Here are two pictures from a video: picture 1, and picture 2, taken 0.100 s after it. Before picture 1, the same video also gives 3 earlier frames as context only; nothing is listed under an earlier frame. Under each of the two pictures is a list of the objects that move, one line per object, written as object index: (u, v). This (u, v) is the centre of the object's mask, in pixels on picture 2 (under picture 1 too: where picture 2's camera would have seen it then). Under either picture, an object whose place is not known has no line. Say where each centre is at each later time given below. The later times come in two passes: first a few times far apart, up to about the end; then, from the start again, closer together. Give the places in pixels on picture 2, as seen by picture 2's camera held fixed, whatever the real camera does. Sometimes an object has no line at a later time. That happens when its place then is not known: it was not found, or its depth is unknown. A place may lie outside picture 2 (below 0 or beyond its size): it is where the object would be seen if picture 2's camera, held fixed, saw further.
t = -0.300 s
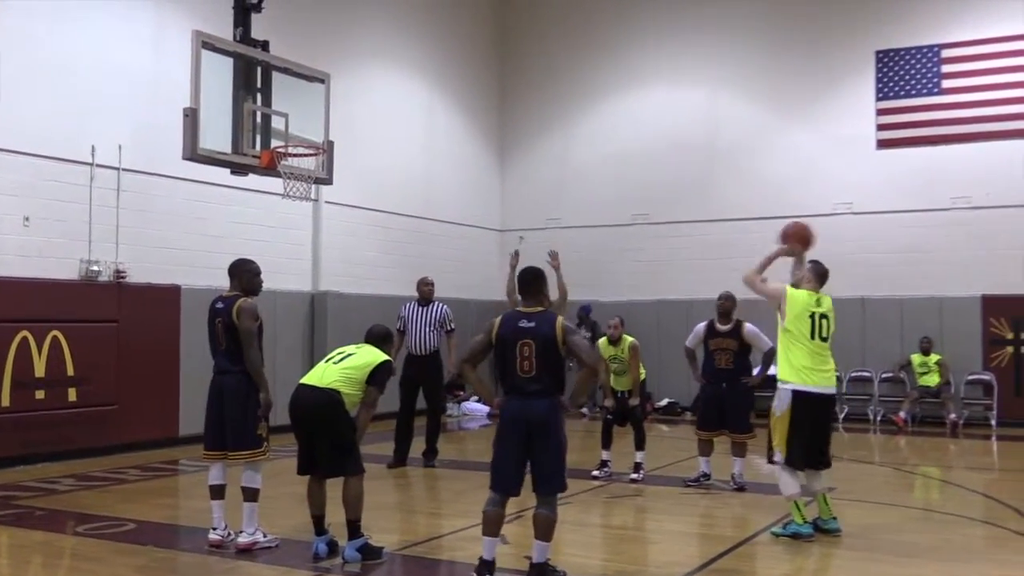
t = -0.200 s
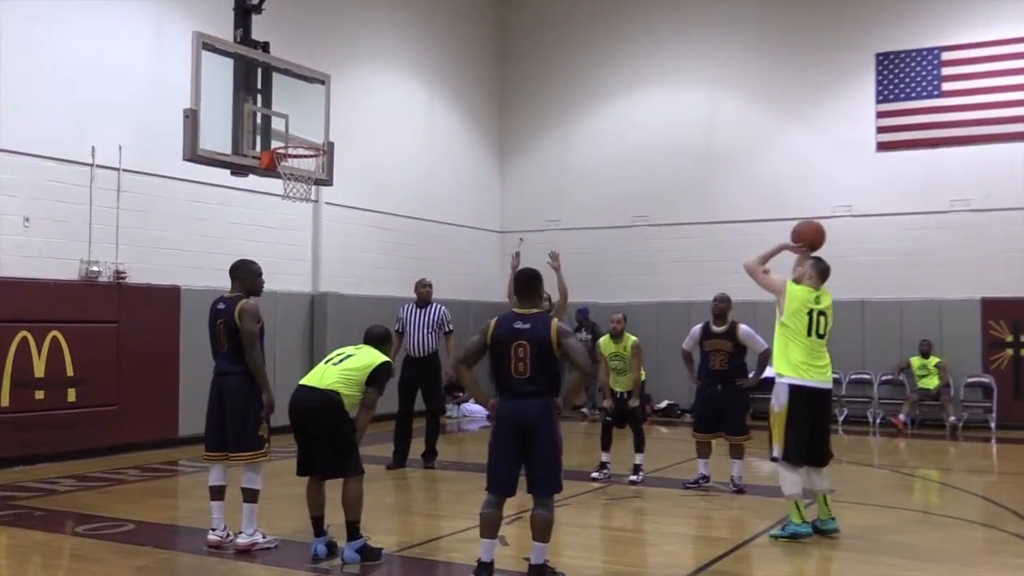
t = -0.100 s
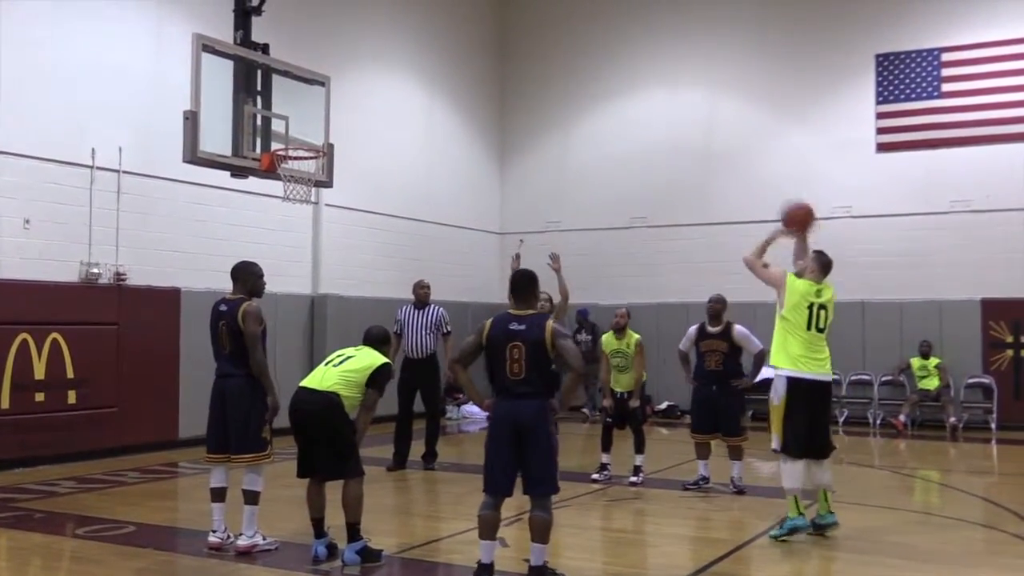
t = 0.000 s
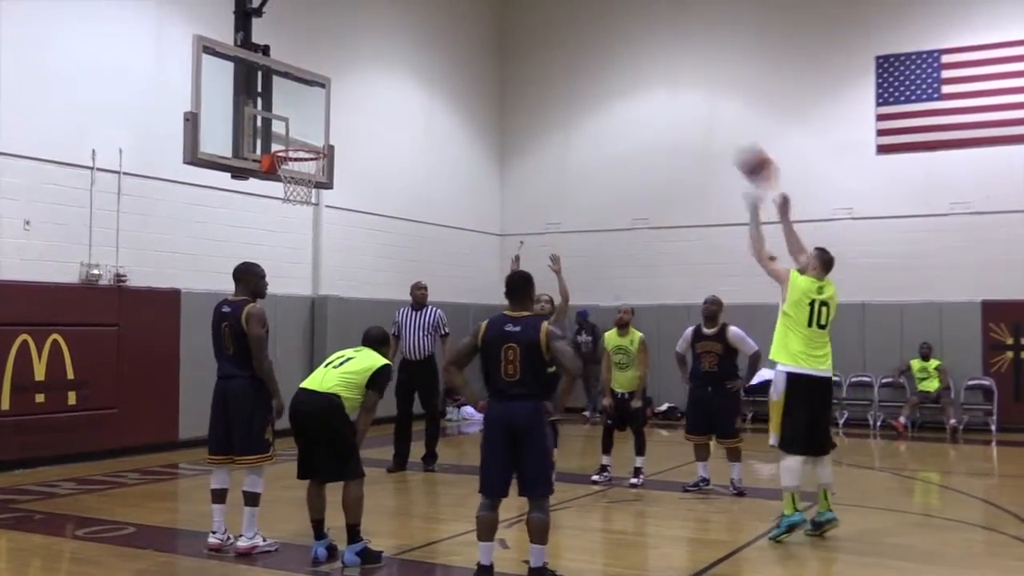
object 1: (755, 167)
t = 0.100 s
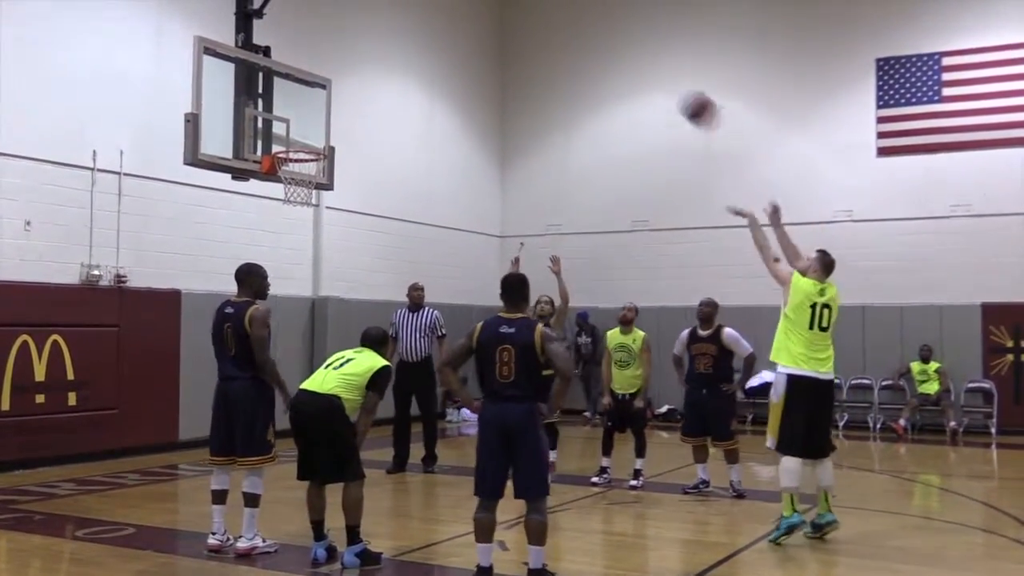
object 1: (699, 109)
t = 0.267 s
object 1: (609, 45)
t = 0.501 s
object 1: (497, 16)
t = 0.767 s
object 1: (386, 59)
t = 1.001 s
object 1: (298, 151)
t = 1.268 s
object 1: (333, 98)
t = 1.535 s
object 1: (389, 101)
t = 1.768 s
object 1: (436, 165)
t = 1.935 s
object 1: (470, 249)
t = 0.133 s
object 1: (680, 92)
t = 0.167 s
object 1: (661, 78)
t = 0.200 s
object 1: (643, 65)
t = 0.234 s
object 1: (627, 54)
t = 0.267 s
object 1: (609, 45)
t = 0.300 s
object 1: (592, 37)
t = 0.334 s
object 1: (574, 29)
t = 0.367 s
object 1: (559, 24)
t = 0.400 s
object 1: (544, 20)
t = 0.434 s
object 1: (527, 17)
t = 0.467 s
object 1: (512, 16)
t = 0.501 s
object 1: (497, 16)
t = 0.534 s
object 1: (483, 17)
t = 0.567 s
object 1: (470, 19)
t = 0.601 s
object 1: (455, 23)
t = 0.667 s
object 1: (426, 35)
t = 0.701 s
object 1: (413, 42)
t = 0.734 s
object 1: (399, 51)
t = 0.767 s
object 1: (386, 59)
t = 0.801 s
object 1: (373, 69)
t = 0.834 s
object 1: (360, 80)
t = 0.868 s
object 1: (348, 93)
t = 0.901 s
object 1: (334, 107)
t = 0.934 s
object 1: (322, 121)
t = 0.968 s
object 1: (309, 137)
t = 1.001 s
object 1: (298, 151)
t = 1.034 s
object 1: (292, 149)
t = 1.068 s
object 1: (291, 144)
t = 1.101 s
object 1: (297, 134)
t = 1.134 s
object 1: (305, 123)
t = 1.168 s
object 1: (312, 116)
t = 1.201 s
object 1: (319, 108)
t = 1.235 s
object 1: (326, 103)
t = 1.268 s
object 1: (333, 98)
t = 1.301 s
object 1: (340, 94)
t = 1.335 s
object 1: (347, 91)
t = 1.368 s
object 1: (354, 90)
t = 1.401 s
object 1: (361, 90)
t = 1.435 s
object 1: (368, 91)
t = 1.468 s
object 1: (375, 93)
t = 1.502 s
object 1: (382, 96)
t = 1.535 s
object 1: (389, 101)
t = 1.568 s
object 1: (396, 106)
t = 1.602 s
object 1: (403, 113)
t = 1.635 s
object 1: (409, 122)
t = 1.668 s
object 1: (416, 130)
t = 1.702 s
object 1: (423, 141)
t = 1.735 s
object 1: (430, 153)
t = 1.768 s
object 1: (436, 165)
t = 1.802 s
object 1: (443, 179)
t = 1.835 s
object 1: (449, 194)
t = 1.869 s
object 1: (456, 211)
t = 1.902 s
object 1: (463, 229)
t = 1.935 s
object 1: (470, 249)
